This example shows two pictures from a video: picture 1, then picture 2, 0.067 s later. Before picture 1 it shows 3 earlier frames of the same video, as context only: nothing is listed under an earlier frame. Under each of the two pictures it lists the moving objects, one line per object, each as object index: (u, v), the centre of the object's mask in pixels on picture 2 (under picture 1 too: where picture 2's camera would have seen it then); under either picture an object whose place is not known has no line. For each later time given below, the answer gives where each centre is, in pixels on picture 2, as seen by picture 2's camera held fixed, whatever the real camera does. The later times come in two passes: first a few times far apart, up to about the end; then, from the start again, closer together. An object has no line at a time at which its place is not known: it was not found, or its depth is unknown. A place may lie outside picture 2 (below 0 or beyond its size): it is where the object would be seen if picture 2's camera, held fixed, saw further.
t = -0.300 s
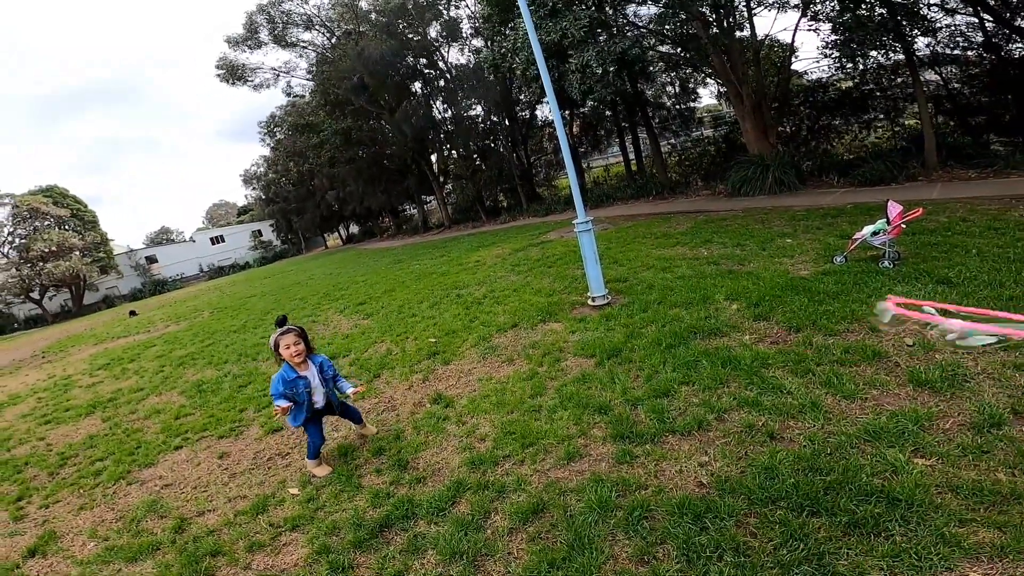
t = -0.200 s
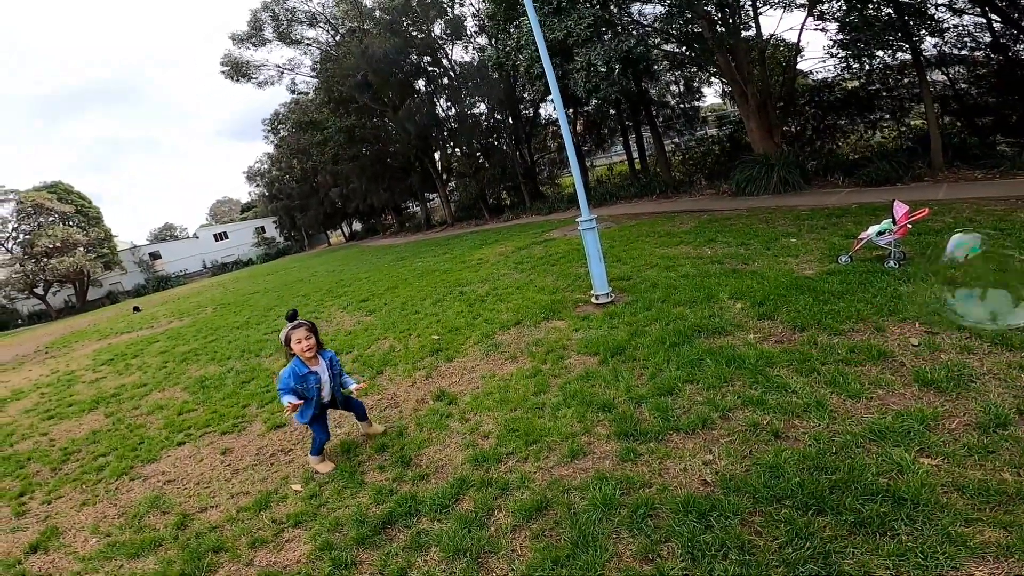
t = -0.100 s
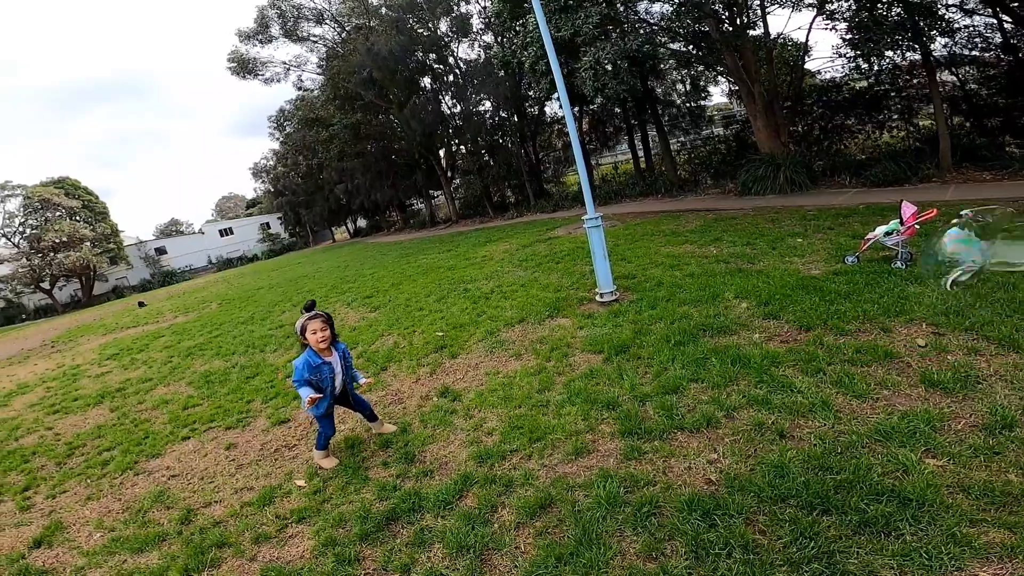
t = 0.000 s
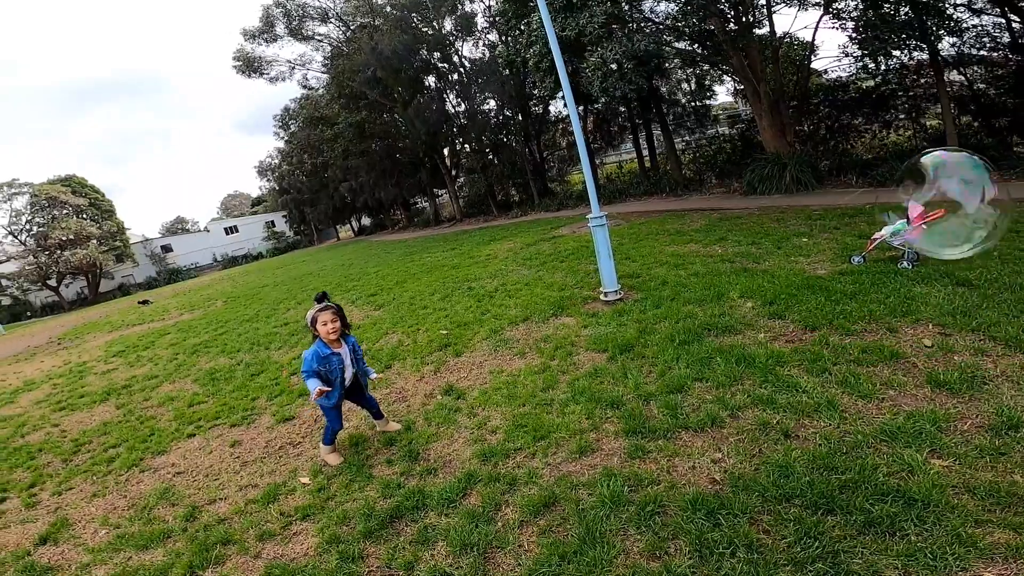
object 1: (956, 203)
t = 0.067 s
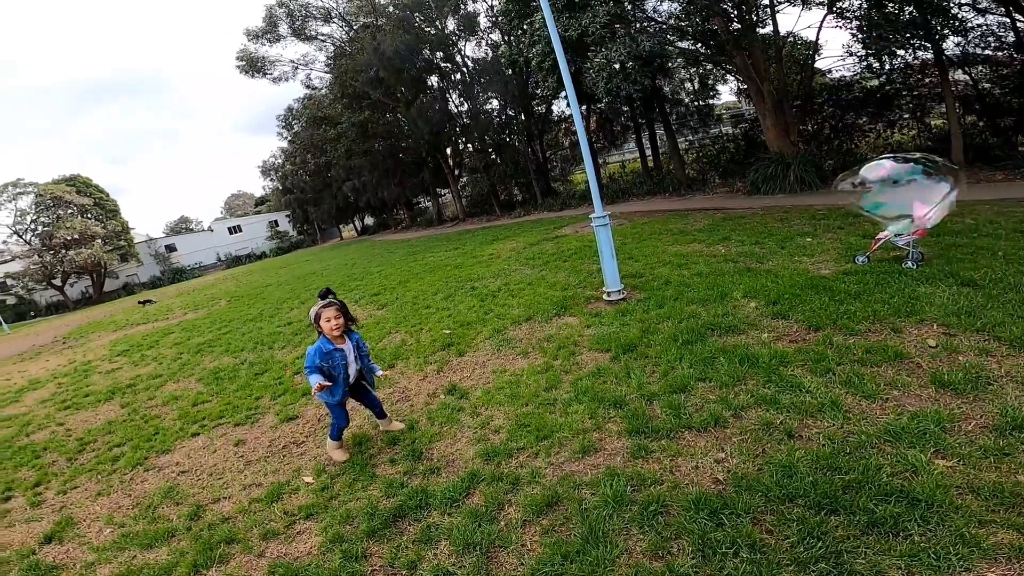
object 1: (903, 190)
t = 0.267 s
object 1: (807, 149)
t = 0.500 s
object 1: (732, 130)
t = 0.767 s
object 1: (620, 91)
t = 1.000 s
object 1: (525, 33)
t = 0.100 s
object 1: (887, 179)
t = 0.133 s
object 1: (864, 174)
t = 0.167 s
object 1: (851, 168)
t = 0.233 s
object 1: (823, 153)
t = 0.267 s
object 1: (807, 149)
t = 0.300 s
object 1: (797, 144)
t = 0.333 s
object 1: (786, 141)
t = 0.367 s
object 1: (778, 138)
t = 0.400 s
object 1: (766, 136)
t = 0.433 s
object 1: (753, 134)
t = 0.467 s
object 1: (743, 132)
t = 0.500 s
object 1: (732, 130)
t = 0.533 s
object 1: (720, 127)
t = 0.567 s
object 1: (710, 122)
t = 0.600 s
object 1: (690, 120)
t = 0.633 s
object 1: (675, 114)
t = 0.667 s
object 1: (659, 109)
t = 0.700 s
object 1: (646, 104)
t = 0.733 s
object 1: (633, 98)
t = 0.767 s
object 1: (620, 91)
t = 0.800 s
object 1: (610, 84)
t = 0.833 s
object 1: (598, 74)
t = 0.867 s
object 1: (587, 63)
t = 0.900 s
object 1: (573, 56)
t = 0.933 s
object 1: (554, 49)
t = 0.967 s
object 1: (539, 41)
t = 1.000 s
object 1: (525, 33)
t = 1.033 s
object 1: (510, 26)
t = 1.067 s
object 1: (496, 20)
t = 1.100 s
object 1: (484, 15)
